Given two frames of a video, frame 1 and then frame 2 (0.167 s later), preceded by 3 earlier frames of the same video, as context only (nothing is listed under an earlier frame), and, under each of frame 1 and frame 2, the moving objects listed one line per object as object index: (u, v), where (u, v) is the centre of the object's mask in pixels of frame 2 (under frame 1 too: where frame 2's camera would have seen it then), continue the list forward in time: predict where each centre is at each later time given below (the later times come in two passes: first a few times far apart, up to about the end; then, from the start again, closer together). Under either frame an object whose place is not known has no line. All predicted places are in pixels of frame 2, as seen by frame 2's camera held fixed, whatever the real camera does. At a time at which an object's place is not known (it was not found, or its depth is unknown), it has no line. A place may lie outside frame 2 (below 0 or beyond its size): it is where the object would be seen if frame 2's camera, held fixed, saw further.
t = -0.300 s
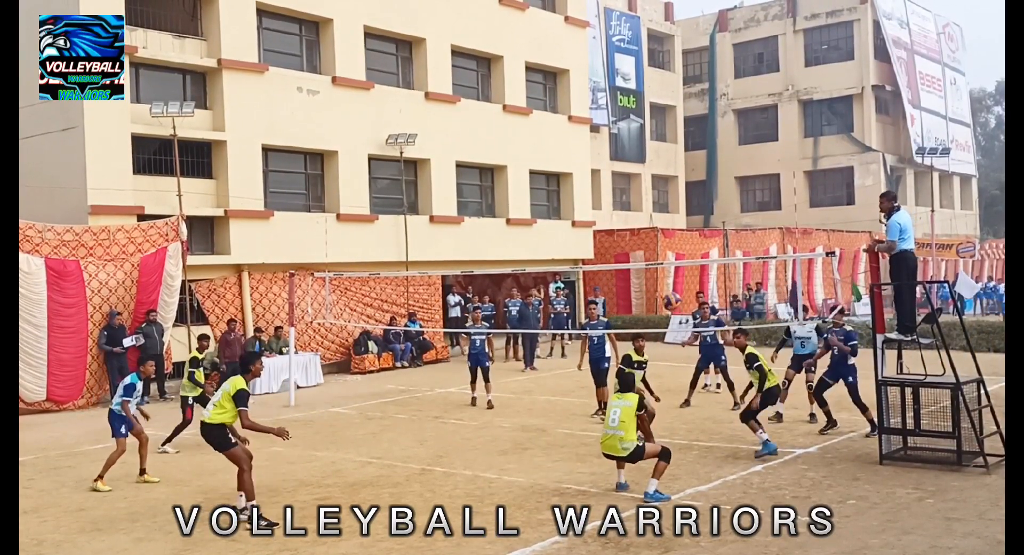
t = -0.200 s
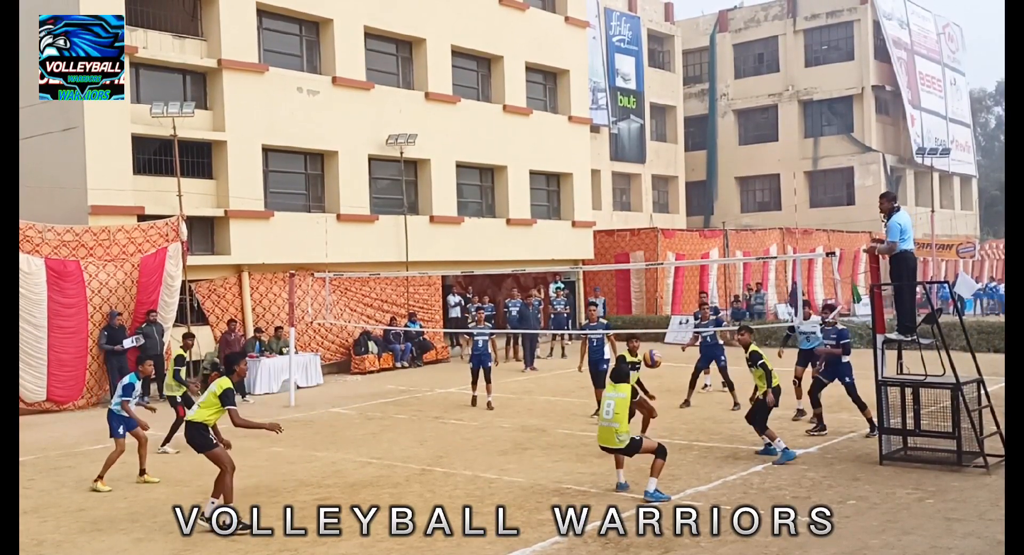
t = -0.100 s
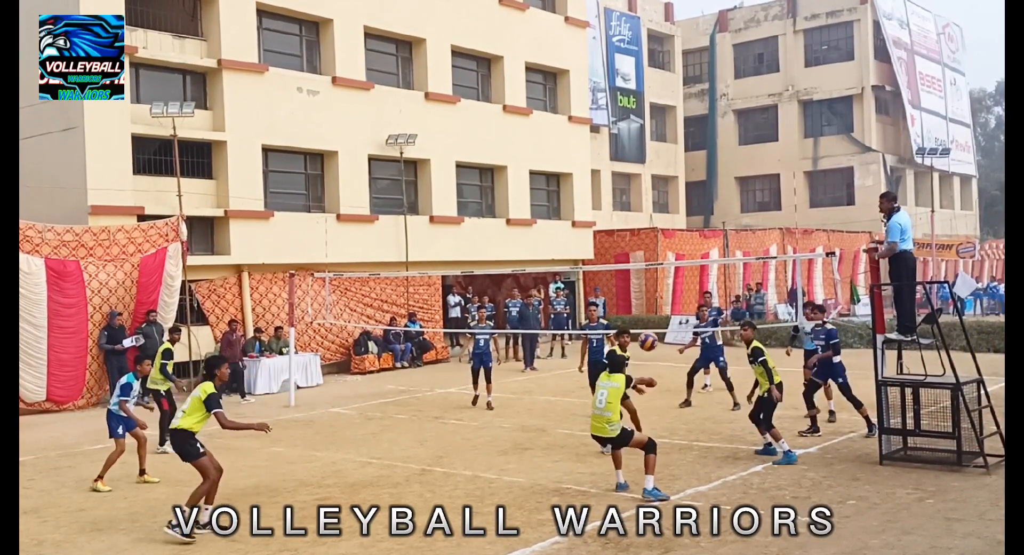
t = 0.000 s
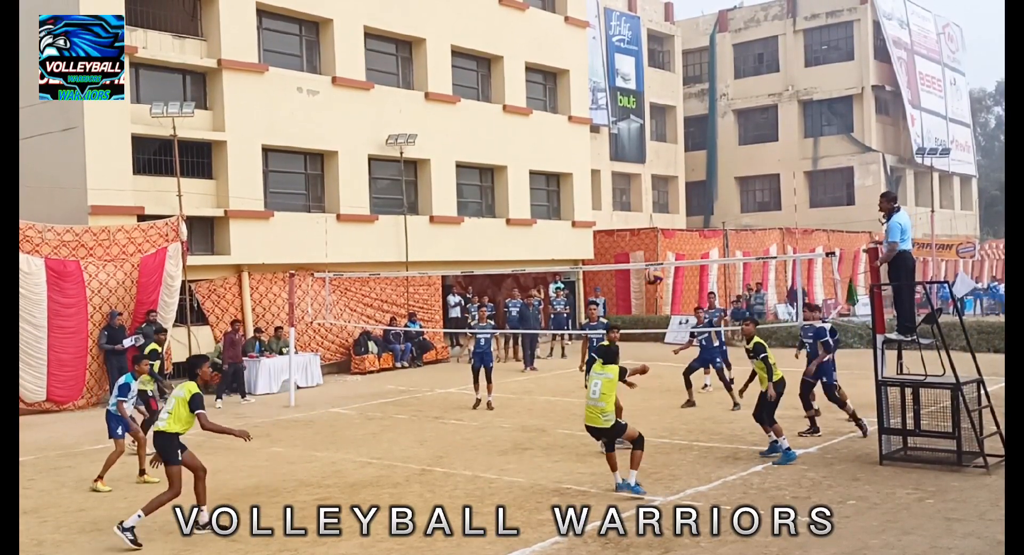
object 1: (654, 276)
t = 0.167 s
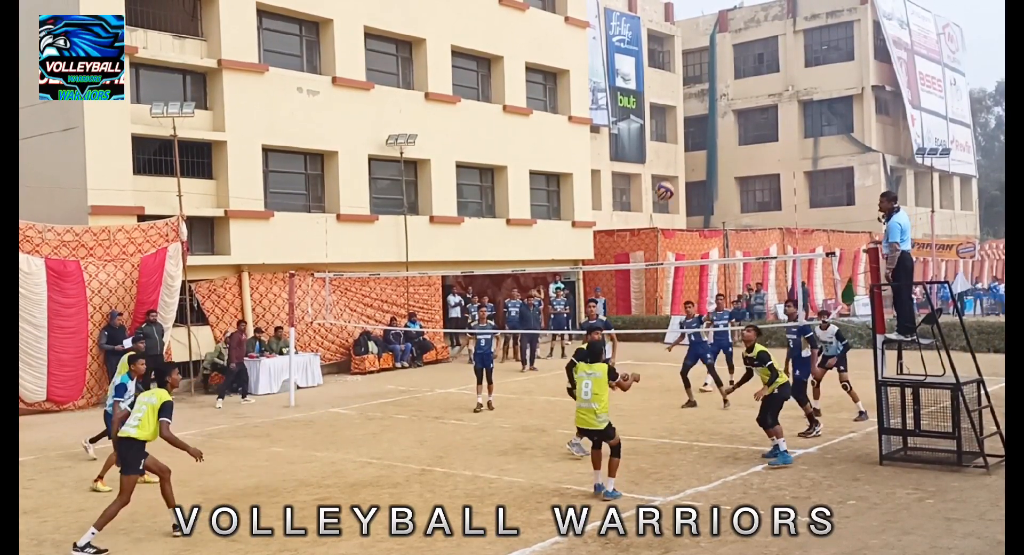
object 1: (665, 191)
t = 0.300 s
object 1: (674, 142)
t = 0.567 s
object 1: (696, 91)
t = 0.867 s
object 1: (722, 110)
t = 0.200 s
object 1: (667, 177)
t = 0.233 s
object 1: (669, 164)
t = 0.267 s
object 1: (672, 152)
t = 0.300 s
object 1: (674, 142)
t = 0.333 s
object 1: (677, 132)
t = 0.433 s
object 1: (684, 108)
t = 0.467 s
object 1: (688, 102)
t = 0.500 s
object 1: (690, 98)
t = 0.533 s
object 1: (693, 94)
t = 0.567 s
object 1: (696, 91)
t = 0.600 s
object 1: (698, 89)
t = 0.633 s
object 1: (701, 88)
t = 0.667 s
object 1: (704, 89)
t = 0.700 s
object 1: (707, 90)
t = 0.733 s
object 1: (710, 92)
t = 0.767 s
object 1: (713, 95)
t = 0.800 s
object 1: (716, 99)
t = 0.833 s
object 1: (718, 105)
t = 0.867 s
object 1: (722, 110)
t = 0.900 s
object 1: (725, 117)
